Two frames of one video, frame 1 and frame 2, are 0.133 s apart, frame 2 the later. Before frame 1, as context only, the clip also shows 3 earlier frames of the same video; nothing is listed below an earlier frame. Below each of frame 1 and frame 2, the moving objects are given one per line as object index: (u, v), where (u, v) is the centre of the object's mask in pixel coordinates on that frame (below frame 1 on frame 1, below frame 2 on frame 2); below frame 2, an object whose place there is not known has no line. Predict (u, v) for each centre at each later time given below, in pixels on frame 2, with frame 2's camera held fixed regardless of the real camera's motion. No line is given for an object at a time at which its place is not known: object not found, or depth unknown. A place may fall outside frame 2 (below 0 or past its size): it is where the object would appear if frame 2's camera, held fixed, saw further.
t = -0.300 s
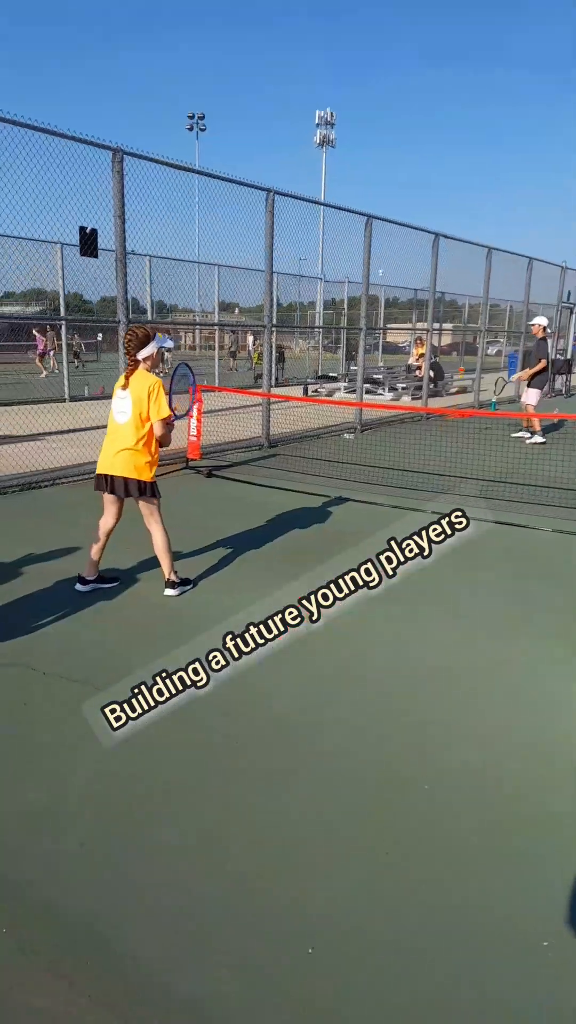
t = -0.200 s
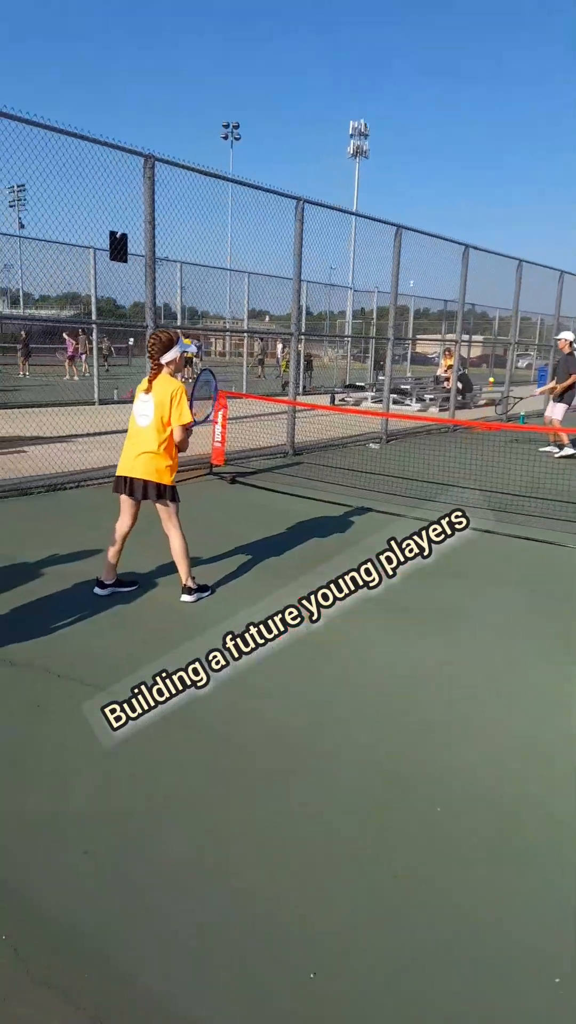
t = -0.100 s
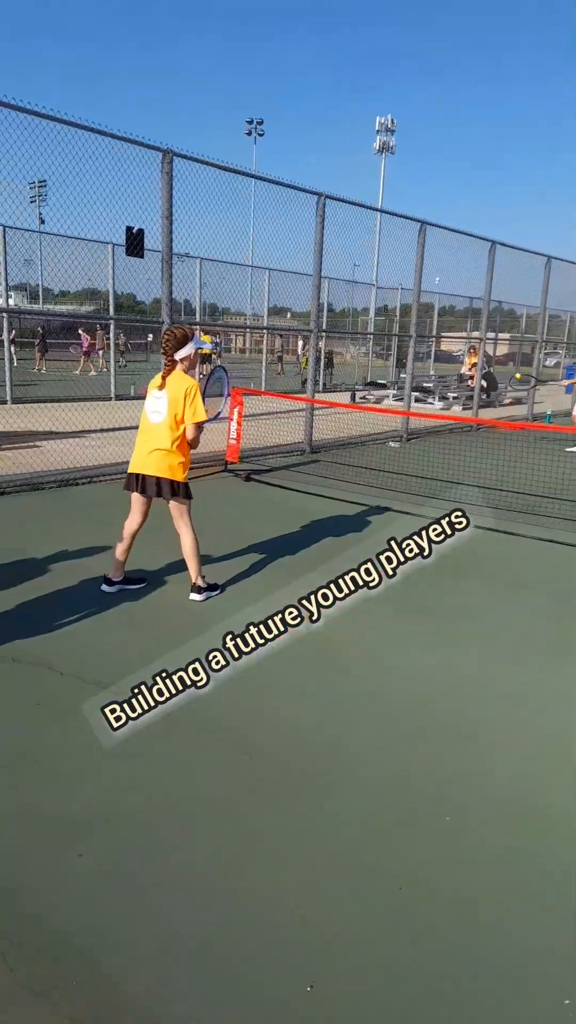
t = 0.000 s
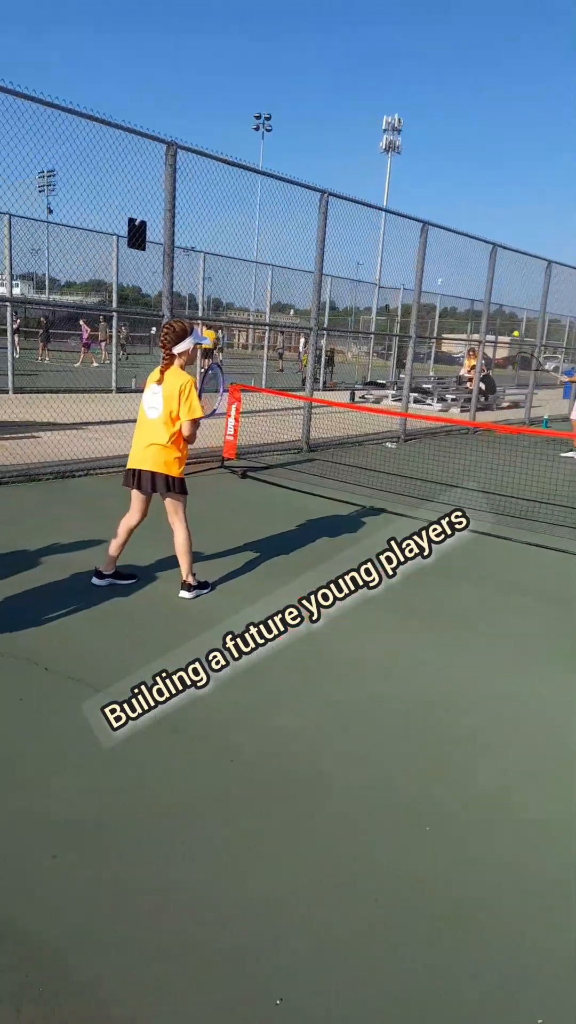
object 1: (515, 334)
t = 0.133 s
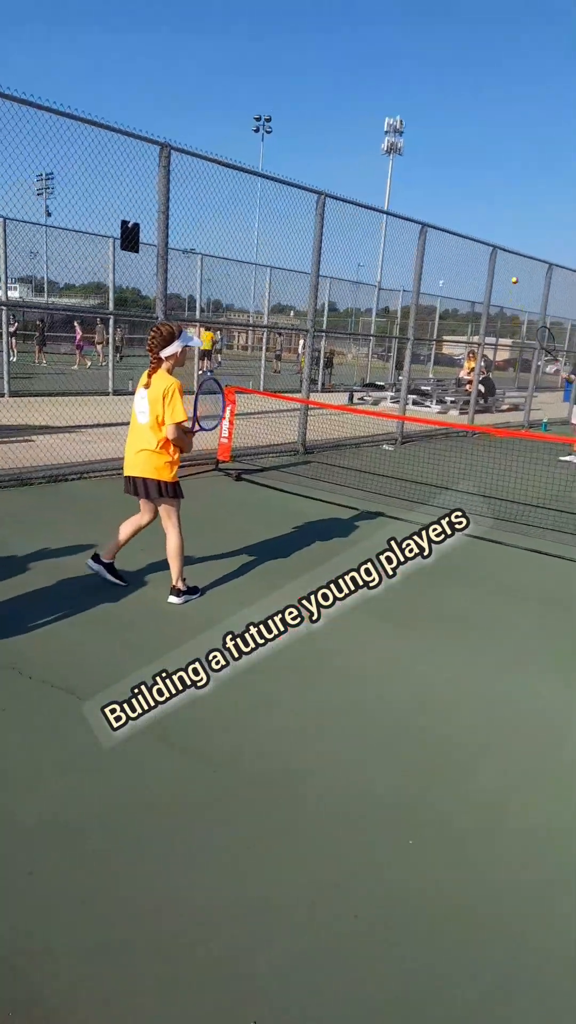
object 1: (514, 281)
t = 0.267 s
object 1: (507, 232)
